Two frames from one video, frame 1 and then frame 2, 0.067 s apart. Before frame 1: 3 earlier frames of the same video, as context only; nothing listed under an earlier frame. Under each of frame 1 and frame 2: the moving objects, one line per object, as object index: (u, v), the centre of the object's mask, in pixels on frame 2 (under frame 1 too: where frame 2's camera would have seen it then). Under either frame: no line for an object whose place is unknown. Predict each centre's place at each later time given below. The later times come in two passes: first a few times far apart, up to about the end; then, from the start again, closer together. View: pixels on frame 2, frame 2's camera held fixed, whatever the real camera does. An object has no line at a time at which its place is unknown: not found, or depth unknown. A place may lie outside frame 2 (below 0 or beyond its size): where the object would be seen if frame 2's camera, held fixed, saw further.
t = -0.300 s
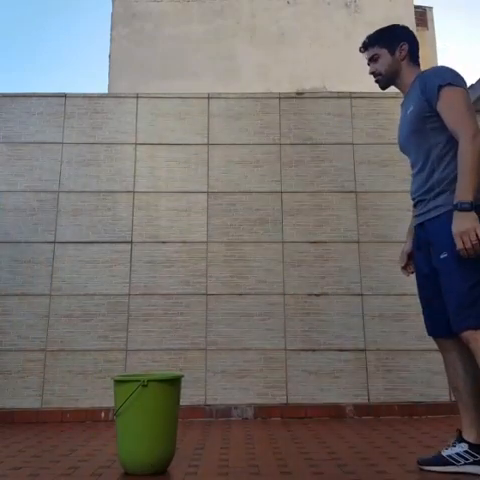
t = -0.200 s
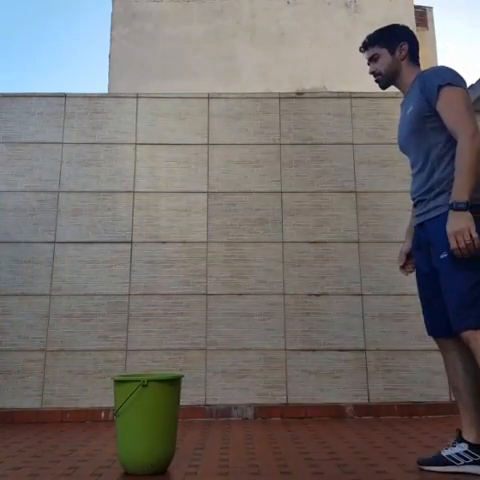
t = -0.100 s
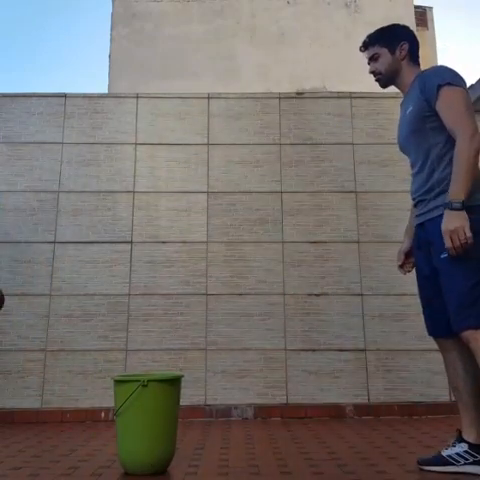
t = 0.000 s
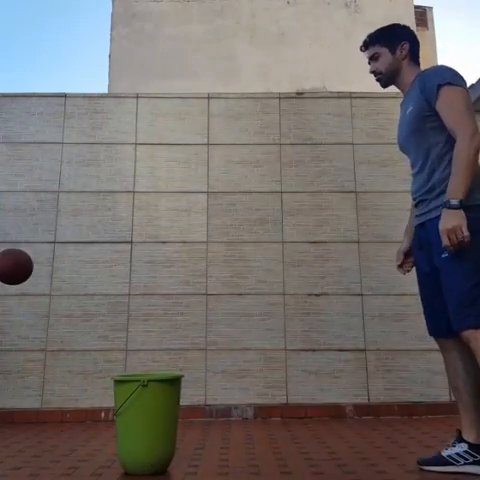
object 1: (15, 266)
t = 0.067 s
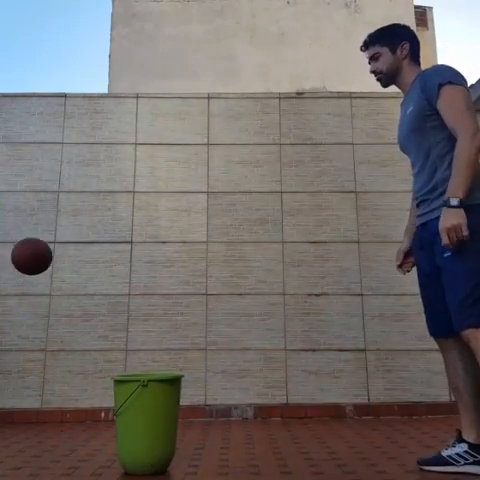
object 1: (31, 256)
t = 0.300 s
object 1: (101, 310)
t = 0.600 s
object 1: (207, 356)
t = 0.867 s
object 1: (288, 321)
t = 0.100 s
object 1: (41, 255)
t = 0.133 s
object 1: (51, 256)
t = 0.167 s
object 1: (60, 260)
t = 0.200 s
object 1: (70, 268)
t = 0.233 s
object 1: (80, 278)
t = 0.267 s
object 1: (90, 292)
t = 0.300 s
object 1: (101, 310)
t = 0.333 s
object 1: (112, 333)
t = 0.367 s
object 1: (123, 361)
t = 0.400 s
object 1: (135, 395)
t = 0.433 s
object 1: (148, 435)
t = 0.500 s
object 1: (170, 455)
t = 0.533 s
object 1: (179, 425)
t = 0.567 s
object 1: (188, 399)
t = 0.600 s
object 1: (207, 356)
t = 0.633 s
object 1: (216, 340)
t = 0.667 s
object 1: (225, 327)
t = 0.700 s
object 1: (235, 317)
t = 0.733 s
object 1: (245, 310)
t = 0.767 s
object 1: (255, 307)
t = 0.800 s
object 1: (266, 308)
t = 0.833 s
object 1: (277, 312)
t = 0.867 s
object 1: (288, 321)
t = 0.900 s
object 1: (301, 335)
